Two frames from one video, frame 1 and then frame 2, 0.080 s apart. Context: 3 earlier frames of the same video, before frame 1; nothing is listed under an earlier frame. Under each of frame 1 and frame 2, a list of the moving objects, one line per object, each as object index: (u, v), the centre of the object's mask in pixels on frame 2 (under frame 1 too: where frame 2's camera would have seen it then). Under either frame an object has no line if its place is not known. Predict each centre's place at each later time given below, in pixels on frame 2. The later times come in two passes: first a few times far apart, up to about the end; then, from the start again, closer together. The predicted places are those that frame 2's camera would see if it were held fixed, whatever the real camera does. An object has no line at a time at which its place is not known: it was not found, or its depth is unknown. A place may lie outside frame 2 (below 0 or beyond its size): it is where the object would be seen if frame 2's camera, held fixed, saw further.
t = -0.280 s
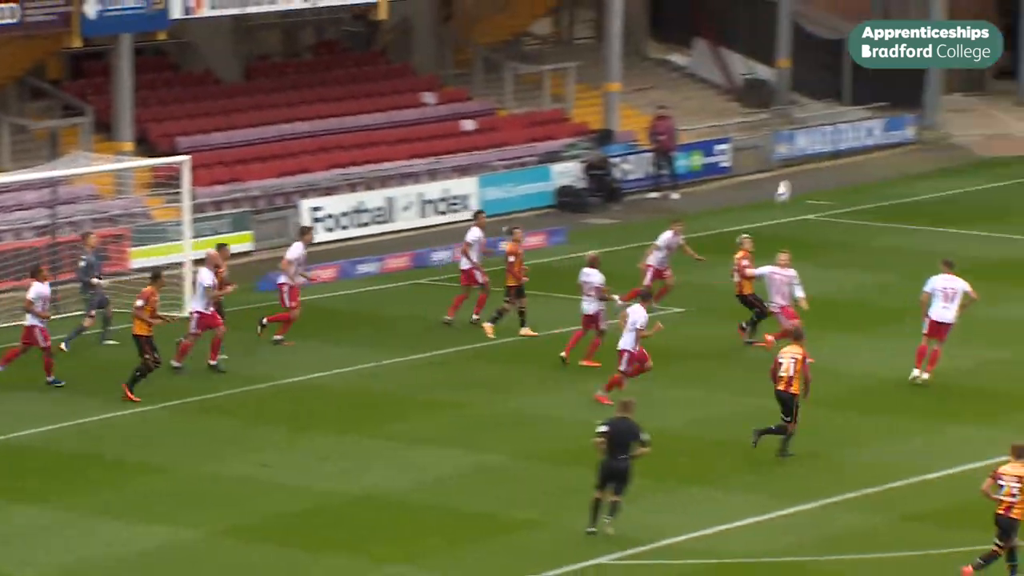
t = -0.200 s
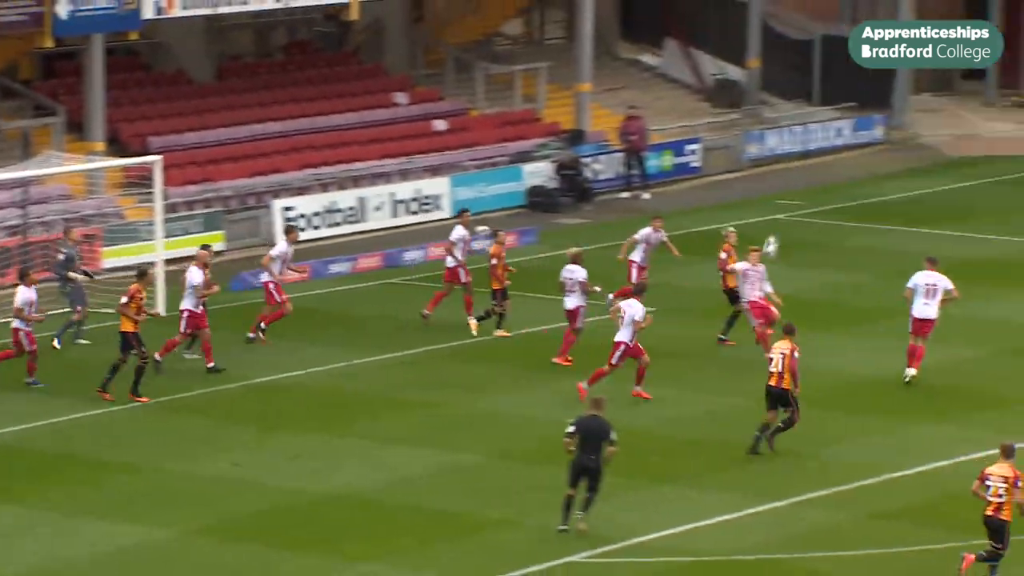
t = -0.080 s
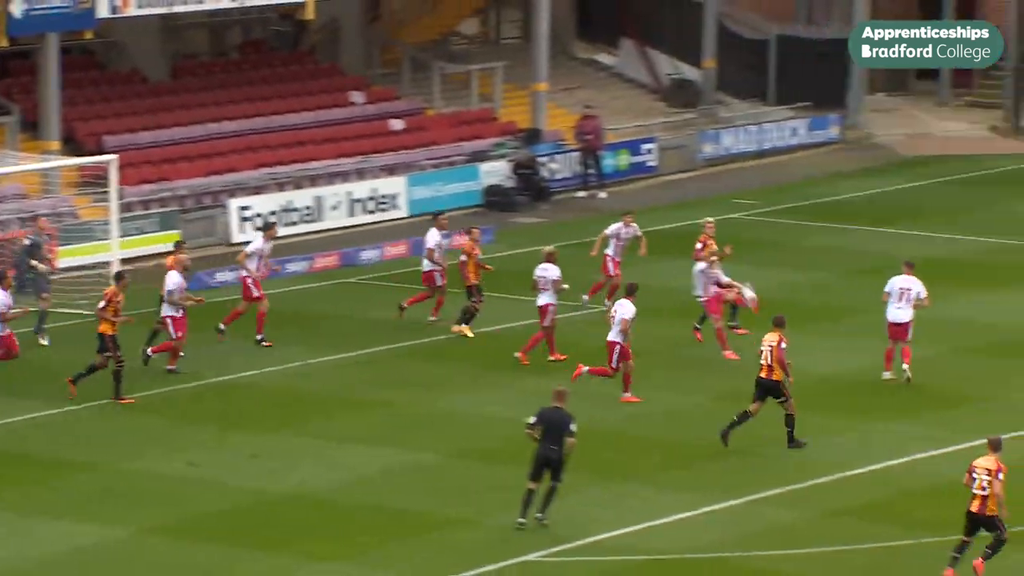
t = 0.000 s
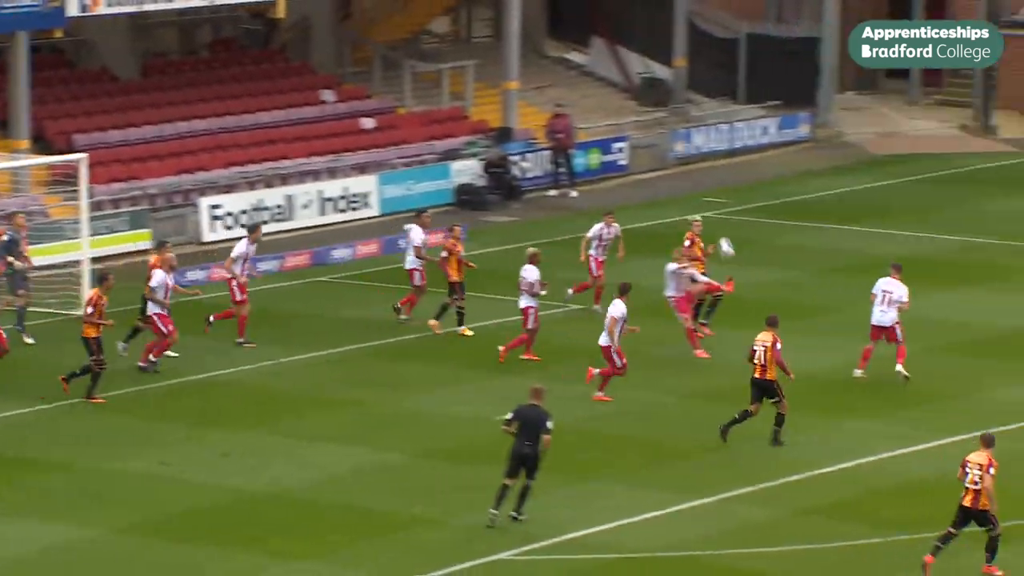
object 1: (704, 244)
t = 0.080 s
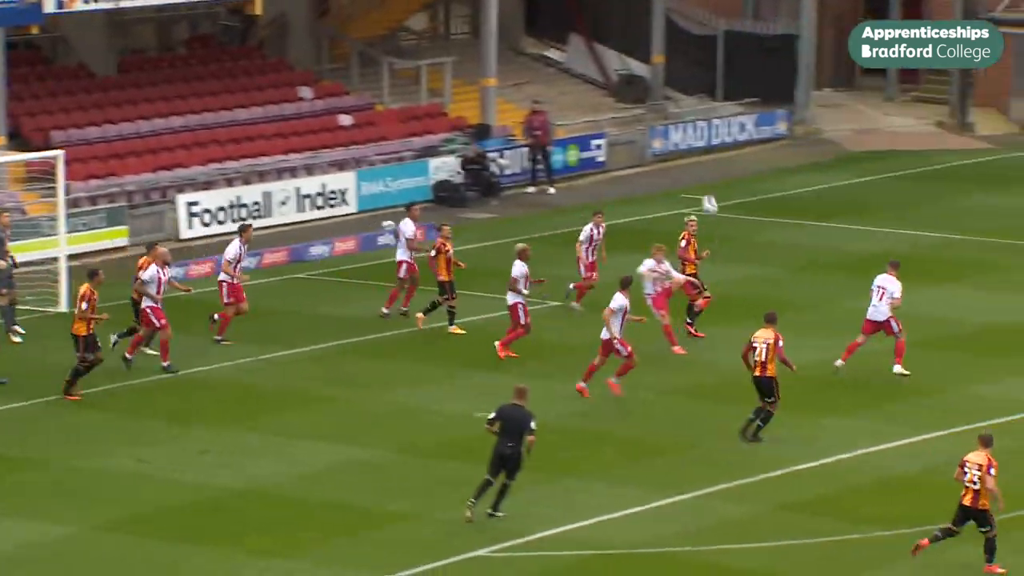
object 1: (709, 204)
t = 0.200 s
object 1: (719, 154)
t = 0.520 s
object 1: (735, 76)
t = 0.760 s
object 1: (740, 73)
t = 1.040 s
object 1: (735, 130)
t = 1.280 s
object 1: (722, 235)
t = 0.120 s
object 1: (713, 187)
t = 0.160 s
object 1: (716, 170)
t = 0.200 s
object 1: (719, 154)
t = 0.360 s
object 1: (729, 103)
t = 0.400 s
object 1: (730, 94)
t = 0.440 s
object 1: (732, 89)
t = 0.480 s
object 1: (733, 82)
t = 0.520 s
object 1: (735, 76)
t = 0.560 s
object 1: (736, 72)
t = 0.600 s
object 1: (737, 70)
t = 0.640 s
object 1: (738, 69)
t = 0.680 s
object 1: (739, 69)
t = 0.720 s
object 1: (739, 71)
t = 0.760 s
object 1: (740, 73)
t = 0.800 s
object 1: (739, 78)
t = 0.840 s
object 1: (739, 83)
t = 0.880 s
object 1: (739, 89)
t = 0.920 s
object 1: (739, 96)
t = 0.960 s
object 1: (737, 106)
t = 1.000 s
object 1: (737, 117)
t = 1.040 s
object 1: (735, 130)
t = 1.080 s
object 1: (733, 144)
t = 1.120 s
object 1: (732, 159)
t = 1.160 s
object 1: (730, 176)
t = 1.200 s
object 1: (729, 195)
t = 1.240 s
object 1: (726, 214)
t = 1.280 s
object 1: (722, 235)
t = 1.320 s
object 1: (720, 257)
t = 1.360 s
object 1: (717, 281)
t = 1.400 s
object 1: (713, 307)
